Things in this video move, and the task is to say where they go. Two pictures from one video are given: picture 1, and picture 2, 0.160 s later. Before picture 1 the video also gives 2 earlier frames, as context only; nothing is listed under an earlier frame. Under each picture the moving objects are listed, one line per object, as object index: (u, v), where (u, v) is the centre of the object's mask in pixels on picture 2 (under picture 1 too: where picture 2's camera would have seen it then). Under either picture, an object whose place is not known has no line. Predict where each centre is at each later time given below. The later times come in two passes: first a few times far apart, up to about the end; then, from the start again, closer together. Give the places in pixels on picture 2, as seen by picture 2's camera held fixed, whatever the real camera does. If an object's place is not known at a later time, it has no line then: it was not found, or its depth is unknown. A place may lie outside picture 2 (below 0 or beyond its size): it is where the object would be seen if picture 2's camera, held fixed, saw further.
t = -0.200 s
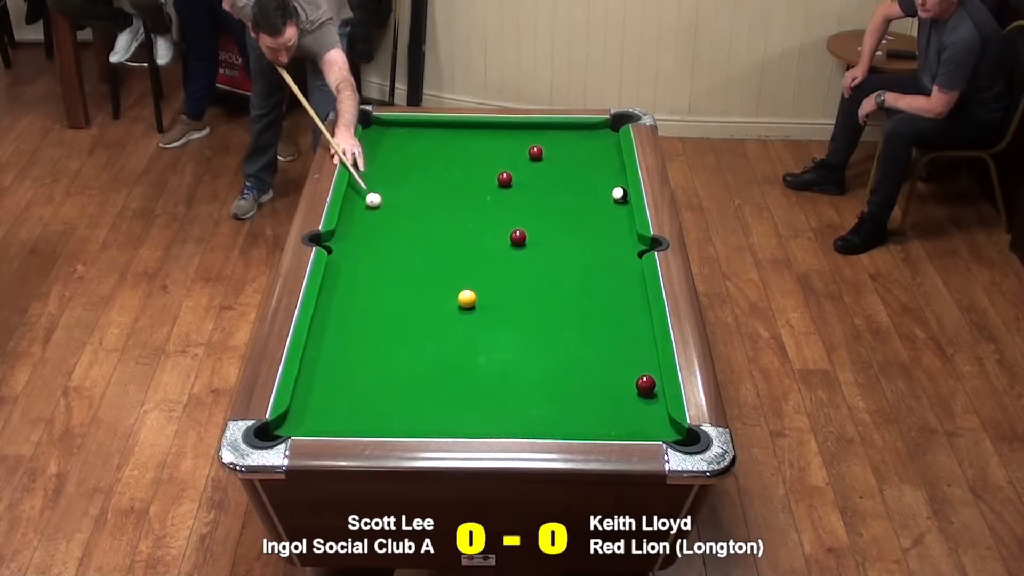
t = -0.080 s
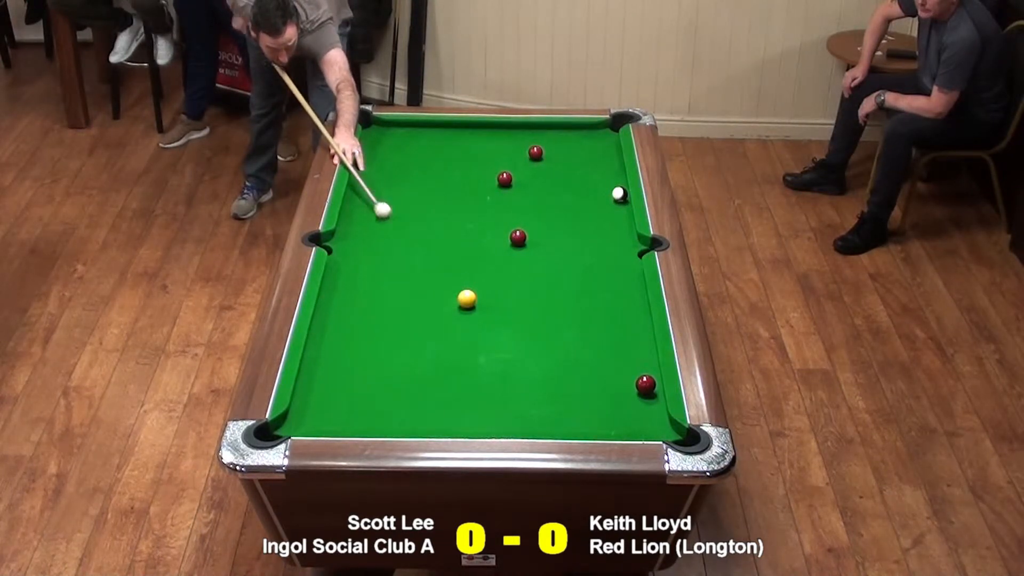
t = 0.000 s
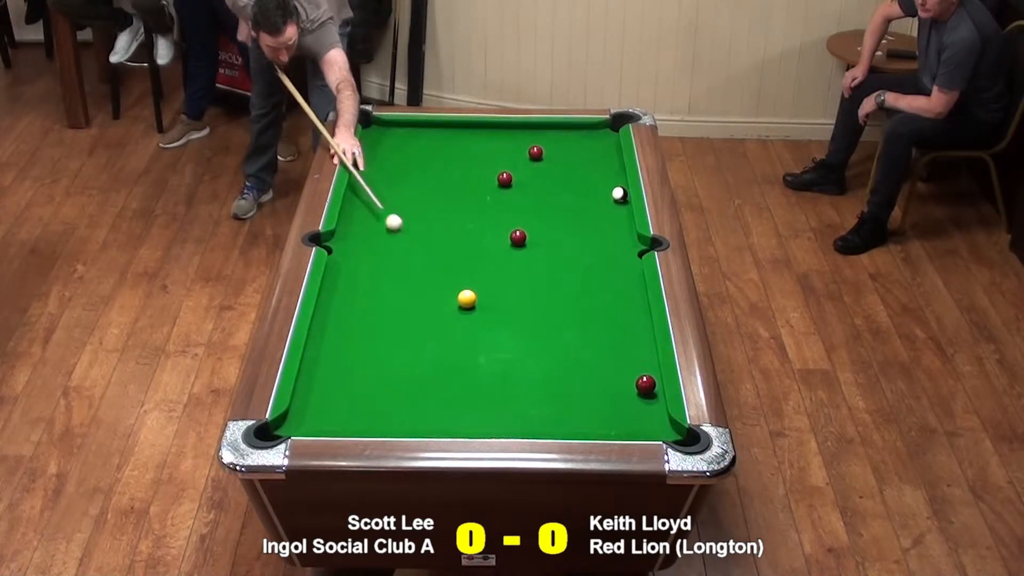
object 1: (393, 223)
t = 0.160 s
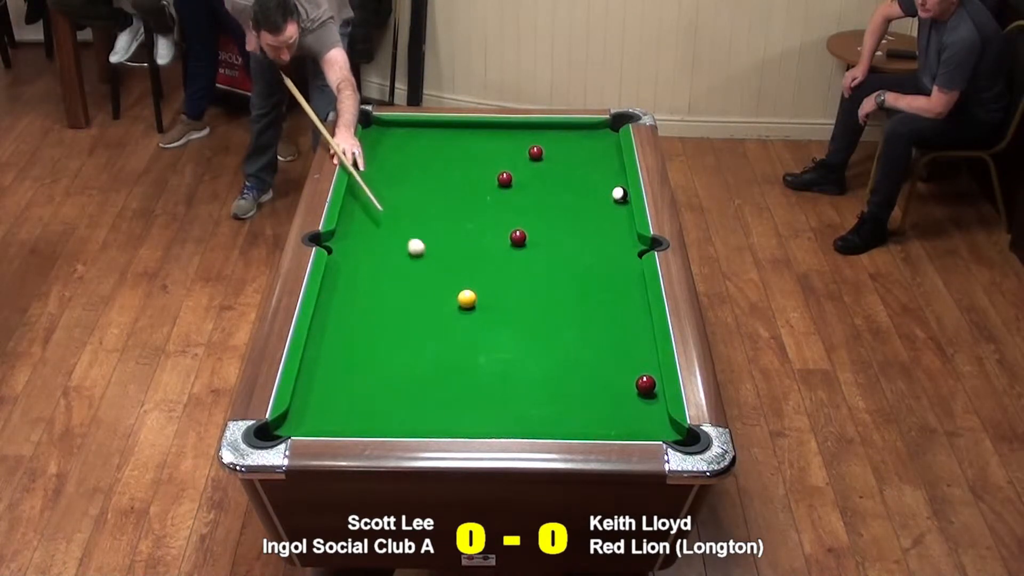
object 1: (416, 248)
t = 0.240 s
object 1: (427, 261)
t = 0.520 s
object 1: (452, 295)
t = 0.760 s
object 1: (447, 306)
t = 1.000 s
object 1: (443, 315)
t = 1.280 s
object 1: (440, 325)
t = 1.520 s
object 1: (436, 333)
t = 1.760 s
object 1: (434, 339)
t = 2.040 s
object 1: (432, 344)
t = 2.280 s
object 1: (431, 348)
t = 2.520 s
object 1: (430, 351)
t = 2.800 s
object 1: (430, 352)
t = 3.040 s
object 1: (430, 353)
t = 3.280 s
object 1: (430, 353)
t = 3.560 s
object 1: (430, 352)
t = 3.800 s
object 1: (430, 352)
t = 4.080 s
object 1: (430, 352)
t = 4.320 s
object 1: (429, 352)
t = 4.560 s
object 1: (430, 353)
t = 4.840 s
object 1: (430, 353)
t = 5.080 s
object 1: (429, 353)
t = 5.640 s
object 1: (422, 353)
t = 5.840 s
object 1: (429, 352)
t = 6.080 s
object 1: (430, 353)
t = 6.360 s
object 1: (428, 353)
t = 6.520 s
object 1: (423, 354)
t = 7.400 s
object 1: (433, 354)
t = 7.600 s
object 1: (429, 352)
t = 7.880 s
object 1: (430, 353)
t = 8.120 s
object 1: (430, 352)
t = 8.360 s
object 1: (430, 353)
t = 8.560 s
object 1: (430, 353)
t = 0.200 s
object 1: (422, 254)
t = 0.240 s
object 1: (427, 261)
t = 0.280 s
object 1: (433, 267)
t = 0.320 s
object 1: (439, 274)
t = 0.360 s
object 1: (445, 281)
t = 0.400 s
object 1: (451, 287)
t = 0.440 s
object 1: (455, 292)
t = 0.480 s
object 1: (453, 294)
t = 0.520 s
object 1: (452, 295)
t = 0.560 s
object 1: (451, 297)
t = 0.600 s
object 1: (450, 299)
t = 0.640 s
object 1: (449, 301)
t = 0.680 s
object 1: (449, 302)
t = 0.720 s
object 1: (448, 304)
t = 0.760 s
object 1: (447, 306)
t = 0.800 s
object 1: (446, 307)
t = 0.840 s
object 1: (446, 309)
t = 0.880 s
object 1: (445, 311)
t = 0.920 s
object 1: (445, 312)
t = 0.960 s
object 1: (444, 314)
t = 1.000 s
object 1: (443, 315)
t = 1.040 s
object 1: (443, 317)
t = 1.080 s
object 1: (442, 319)
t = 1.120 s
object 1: (442, 320)
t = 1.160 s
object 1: (441, 321)
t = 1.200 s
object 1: (441, 323)
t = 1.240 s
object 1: (440, 324)
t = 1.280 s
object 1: (440, 325)
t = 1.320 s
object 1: (439, 327)
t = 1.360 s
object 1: (438, 328)
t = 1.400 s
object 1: (438, 329)
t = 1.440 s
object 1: (437, 330)
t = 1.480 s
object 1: (437, 331)
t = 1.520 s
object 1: (436, 333)
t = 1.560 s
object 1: (436, 334)
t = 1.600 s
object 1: (436, 335)
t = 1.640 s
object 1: (435, 336)
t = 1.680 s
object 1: (435, 337)
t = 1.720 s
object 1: (434, 338)
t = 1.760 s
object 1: (434, 339)
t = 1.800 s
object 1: (434, 340)
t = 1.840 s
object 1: (433, 341)
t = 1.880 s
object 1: (433, 342)
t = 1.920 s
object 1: (433, 342)
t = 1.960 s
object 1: (432, 343)
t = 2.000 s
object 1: (432, 344)
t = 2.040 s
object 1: (432, 344)
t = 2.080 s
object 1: (431, 345)
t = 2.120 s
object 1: (431, 346)
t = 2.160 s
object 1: (431, 347)
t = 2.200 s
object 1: (431, 347)
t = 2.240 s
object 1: (431, 348)
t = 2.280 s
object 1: (431, 348)
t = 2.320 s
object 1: (431, 349)
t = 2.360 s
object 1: (430, 349)
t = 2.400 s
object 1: (430, 350)
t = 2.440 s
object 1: (430, 350)
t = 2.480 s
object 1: (430, 350)
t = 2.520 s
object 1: (430, 351)
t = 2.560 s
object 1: (430, 351)
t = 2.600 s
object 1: (430, 351)
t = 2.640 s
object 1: (430, 352)
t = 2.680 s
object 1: (430, 352)
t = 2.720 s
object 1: (430, 352)
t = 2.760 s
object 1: (430, 352)
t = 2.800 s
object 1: (430, 352)
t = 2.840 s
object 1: (430, 353)
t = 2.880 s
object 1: (430, 353)
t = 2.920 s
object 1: (430, 353)
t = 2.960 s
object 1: (430, 352)
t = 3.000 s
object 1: (430, 353)
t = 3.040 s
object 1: (430, 353)
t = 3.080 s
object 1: (430, 353)
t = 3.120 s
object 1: (430, 352)
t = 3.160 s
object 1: (430, 353)
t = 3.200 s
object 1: (430, 352)
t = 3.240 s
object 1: (430, 353)
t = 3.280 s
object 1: (430, 353)
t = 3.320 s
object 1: (430, 353)
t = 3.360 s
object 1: (430, 352)
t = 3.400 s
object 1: (430, 352)
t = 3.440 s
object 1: (430, 352)
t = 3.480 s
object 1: (430, 352)
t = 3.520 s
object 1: (430, 352)
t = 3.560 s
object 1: (430, 352)
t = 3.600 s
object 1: (430, 352)
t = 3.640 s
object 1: (429, 352)
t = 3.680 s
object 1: (430, 352)
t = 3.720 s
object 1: (430, 352)
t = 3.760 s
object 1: (429, 352)
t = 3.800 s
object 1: (430, 352)
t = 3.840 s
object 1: (429, 353)
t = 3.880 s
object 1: (430, 352)
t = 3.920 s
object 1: (430, 353)
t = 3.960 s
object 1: (430, 352)
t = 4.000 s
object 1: (429, 352)
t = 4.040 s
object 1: (430, 352)
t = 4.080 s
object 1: (430, 352)
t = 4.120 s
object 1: (430, 352)
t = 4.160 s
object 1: (429, 352)
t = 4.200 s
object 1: (430, 352)
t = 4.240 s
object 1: (430, 352)
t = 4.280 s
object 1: (430, 352)
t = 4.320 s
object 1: (429, 352)
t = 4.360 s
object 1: (430, 352)
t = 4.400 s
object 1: (429, 352)
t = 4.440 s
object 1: (430, 353)
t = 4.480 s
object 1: (429, 353)
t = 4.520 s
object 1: (430, 353)
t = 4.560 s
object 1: (430, 353)
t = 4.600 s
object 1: (430, 353)
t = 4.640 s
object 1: (430, 352)
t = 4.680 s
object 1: (430, 352)
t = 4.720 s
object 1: (430, 353)
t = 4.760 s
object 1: (430, 353)
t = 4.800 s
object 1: (430, 353)
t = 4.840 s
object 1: (430, 353)
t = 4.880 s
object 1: (431, 353)
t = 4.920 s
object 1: (429, 353)
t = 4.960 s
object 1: (427, 353)
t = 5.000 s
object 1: (429, 353)
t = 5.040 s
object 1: (430, 353)
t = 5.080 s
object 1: (429, 353)
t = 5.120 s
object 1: (432, 354)
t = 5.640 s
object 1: (422, 353)
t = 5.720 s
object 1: (426, 351)
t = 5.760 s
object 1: (427, 352)
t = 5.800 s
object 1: (428, 352)
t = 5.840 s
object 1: (429, 352)
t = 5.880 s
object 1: (429, 352)
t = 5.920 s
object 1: (429, 352)
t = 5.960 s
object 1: (430, 352)
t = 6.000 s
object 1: (430, 353)
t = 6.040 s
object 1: (430, 353)
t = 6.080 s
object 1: (430, 353)
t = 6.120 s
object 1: (430, 352)
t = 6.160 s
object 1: (430, 352)
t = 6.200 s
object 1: (429, 352)
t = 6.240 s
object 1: (429, 352)
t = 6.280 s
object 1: (429, 352)
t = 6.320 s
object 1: (428, 353)
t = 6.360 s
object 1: (428, 353)
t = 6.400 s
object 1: (427, 353)
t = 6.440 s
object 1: (425, 353)
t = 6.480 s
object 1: (424, 353)
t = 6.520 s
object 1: (423, 354)
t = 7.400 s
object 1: (433, 354)
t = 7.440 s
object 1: (430, 352)
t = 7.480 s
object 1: (429, 352)
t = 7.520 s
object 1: (429, 352)
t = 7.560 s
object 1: (429, 352)
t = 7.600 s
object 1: (429, 352)
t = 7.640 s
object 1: (429, 352)
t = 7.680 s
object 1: (429, 353)
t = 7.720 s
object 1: (430, 352)
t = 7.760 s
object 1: (430, 353)
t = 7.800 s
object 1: (429, 353)
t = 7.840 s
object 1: (430, 353)
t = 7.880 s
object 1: (430, 353)
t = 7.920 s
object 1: (430, 352)
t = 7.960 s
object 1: (430, 353)
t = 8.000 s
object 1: (430, 352)
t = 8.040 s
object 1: (430, 352)
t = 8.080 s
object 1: (430, 352)
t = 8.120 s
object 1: (430, 352)
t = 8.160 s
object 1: (430, 353)
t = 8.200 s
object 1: (430, 353)
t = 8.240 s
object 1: (430, 353)
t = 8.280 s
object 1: (429, 353)
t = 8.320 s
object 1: (430, 353)
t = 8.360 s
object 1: (430, 353)
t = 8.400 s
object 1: (430, 353)
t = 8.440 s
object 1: (430, 353)
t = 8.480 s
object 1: (429, 353)
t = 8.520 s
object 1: (430, 353)
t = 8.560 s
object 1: (430, 353)
